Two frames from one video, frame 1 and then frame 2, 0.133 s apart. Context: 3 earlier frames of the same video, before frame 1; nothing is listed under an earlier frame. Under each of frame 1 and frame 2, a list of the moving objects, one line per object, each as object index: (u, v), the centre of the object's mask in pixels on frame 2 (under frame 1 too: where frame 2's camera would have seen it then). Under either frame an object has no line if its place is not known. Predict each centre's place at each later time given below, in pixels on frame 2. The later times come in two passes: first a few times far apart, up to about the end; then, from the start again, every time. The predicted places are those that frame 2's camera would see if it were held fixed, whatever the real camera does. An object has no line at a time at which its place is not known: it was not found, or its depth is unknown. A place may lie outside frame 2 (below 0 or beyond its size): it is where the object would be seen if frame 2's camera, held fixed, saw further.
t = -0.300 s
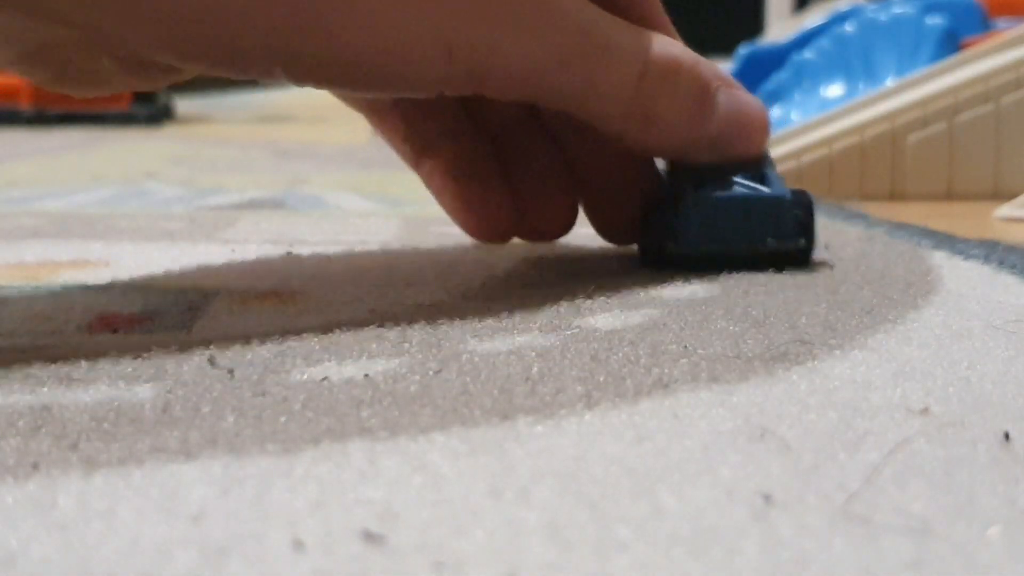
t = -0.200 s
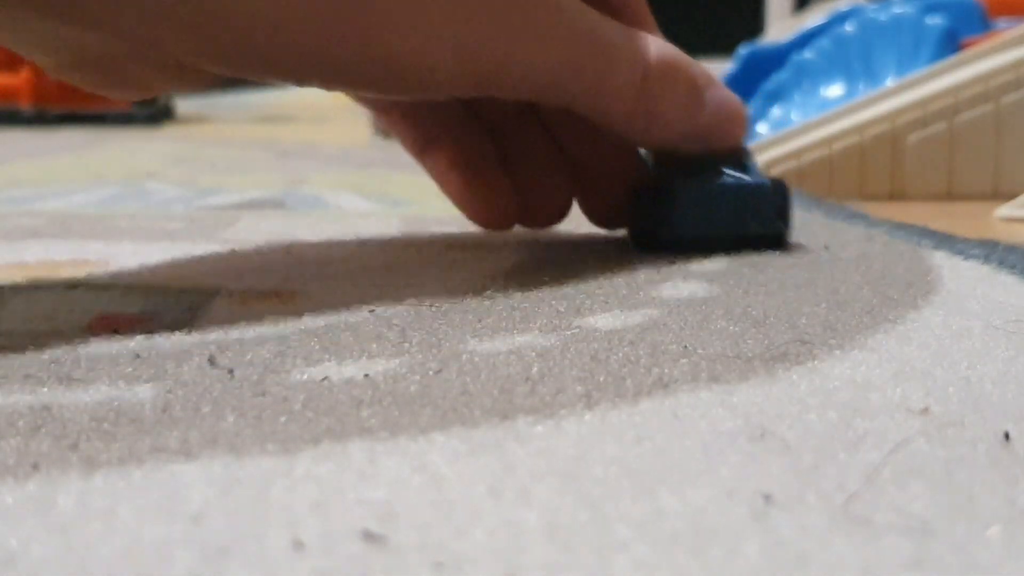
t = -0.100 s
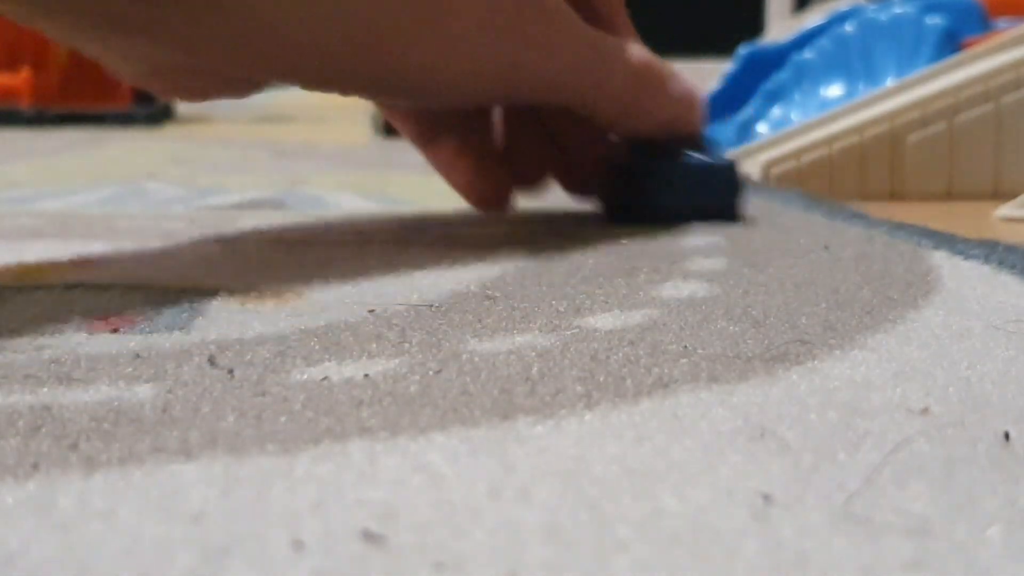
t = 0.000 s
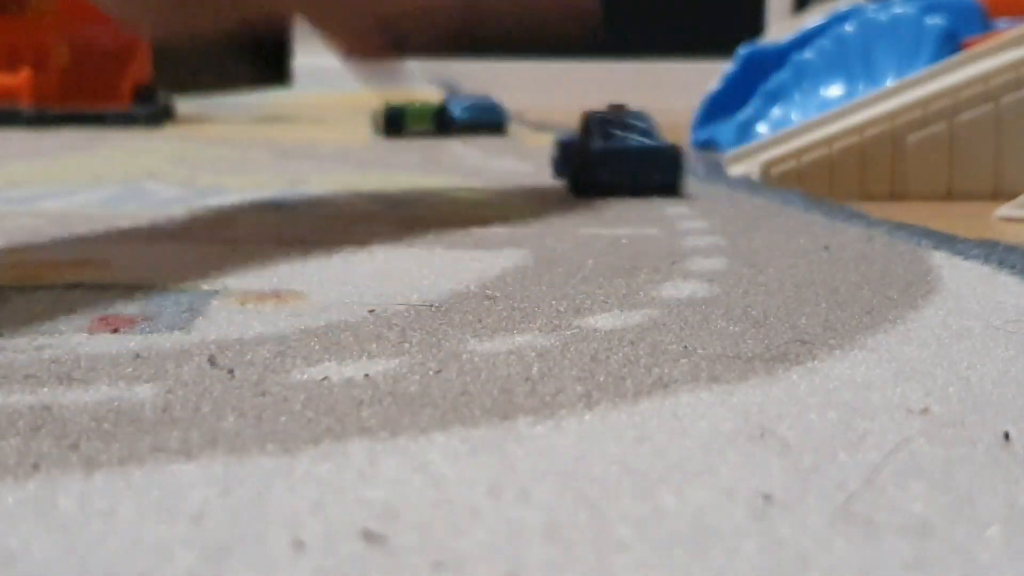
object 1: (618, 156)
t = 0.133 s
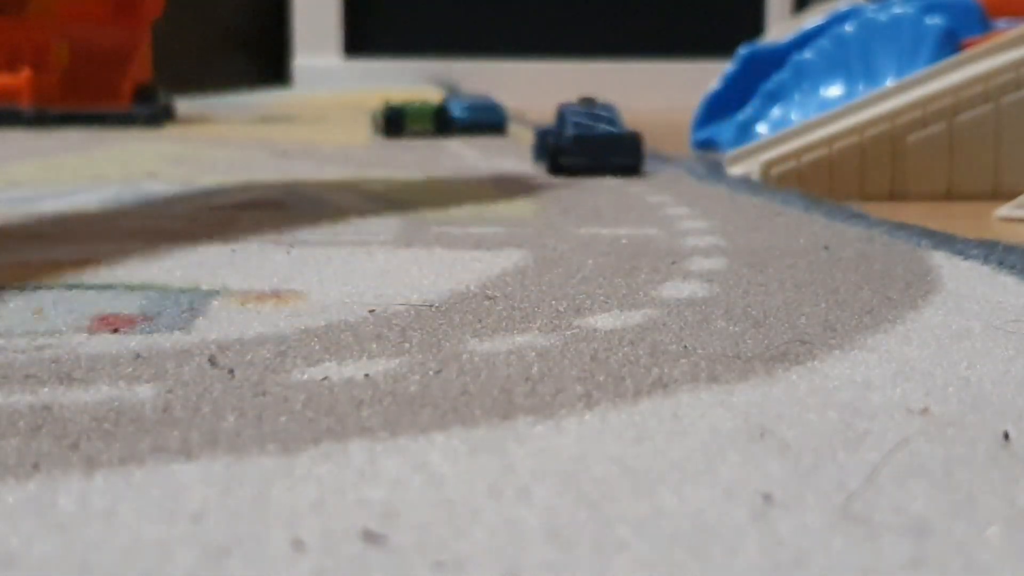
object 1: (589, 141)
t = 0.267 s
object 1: (567, 131)
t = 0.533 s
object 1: (537, 122)
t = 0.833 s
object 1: (530, 120)
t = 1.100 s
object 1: (530, 120)
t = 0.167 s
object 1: (582, 138)
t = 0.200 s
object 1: (577, 136)
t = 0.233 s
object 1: (572, 134)
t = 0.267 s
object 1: (567, 131)
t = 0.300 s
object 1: (561, 129)
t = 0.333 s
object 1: (556, 128)
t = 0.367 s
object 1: (553, 126)
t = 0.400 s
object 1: (548, 125)
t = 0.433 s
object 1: (545, 124)
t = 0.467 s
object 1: (541, 123)
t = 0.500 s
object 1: (539, 123)
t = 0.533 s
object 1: (537, 122)
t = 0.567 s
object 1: (535, 121)
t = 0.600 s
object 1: (533, 121)
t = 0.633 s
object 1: (532, 120)
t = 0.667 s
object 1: (531, 120)
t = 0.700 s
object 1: (530, 120)
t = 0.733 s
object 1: (530, 120)
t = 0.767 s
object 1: (530, 120)
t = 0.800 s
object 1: (530, 120)
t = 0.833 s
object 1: (530, 120)
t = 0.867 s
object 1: (530, 120)
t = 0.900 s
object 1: (529, 120)
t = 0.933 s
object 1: (529, 120)
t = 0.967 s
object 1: (530, 120)
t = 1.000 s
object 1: (530, 120)
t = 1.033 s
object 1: (530, 120)
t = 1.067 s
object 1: (530, 120)
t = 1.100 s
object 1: (530, 120)
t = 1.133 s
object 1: (530, 120)
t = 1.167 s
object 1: (529, 120)
